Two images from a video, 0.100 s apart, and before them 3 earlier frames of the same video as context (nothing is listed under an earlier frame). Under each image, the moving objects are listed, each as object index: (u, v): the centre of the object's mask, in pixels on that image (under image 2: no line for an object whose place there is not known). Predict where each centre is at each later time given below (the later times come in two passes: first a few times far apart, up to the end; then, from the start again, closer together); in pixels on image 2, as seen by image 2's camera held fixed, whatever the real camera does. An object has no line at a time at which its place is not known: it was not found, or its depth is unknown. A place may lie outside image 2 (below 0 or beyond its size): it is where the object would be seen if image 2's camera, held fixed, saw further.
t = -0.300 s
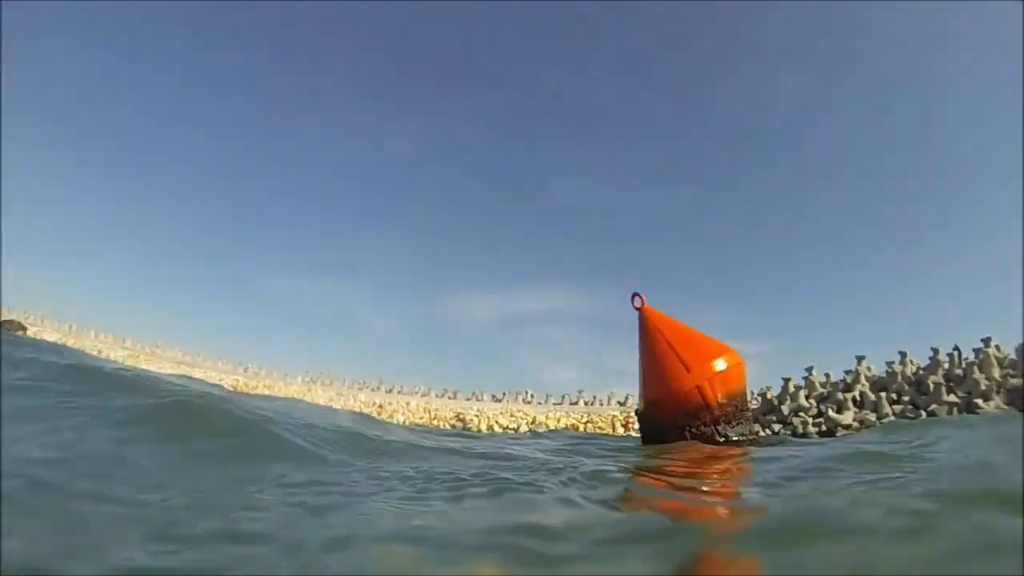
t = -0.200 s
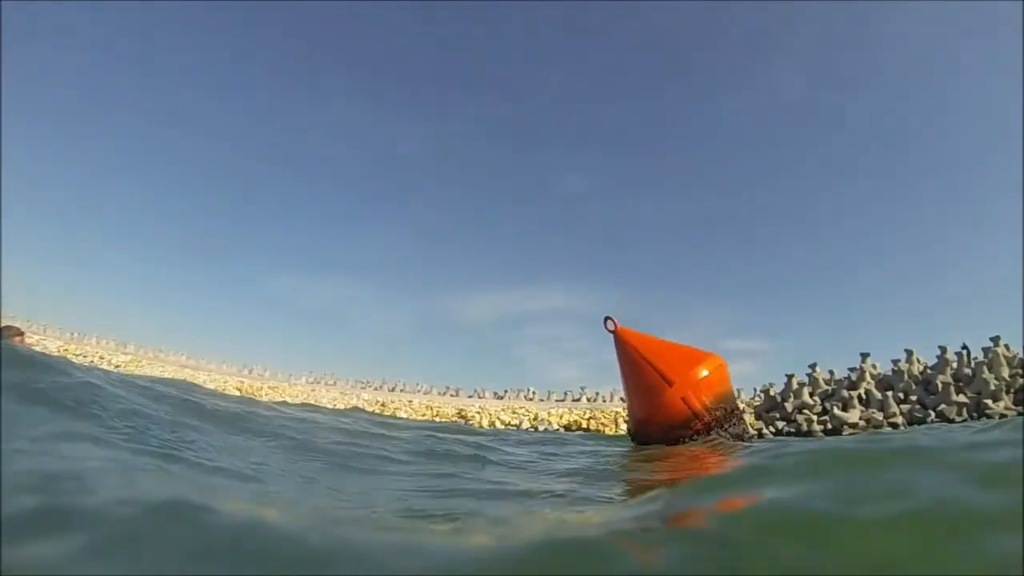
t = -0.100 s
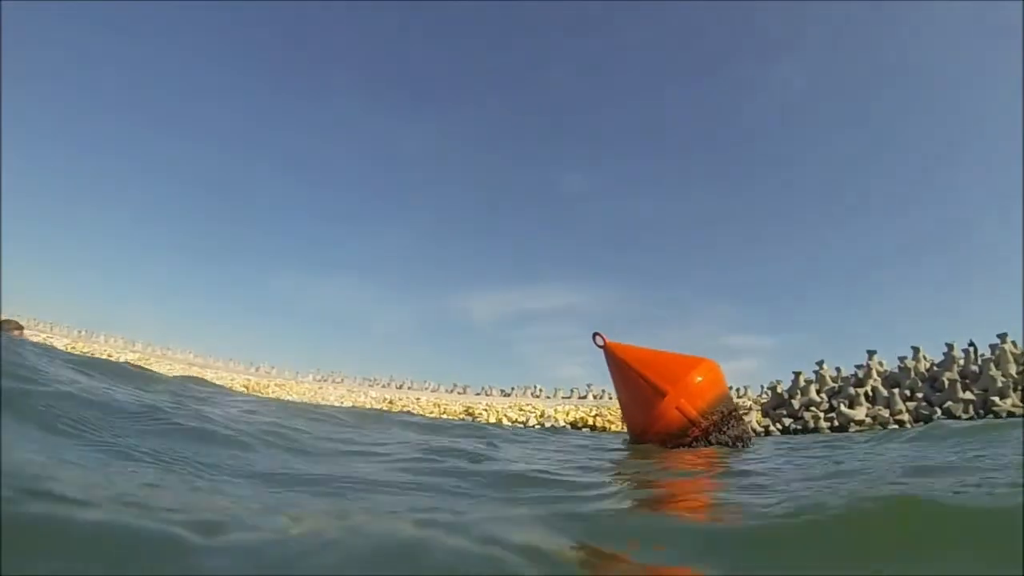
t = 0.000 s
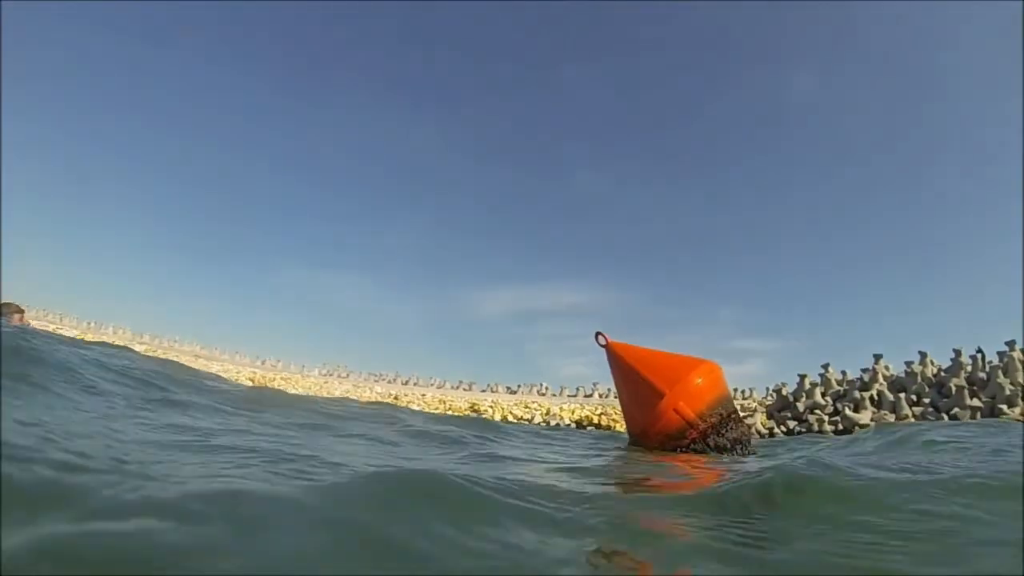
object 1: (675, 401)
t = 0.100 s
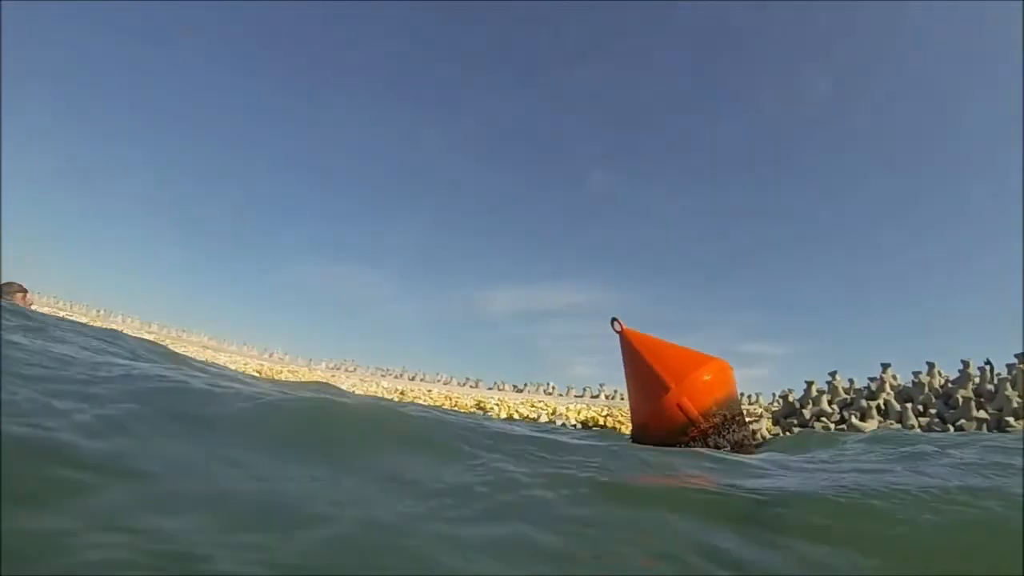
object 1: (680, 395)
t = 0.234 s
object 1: (679, 362)
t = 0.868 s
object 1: (680, 377)
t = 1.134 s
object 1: (665, 389)
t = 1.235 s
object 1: (657, 400)
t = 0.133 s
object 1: (682, 391)
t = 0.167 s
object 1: (683, 388)
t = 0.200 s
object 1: (685, 388)
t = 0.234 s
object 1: (679, 362)
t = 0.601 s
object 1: (687, 402)
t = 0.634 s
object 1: (687, 399)
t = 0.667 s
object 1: (686, 392)
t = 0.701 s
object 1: (686, 389)
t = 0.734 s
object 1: (686, 385)
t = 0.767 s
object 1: (685, 381)
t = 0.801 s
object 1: (684, 379)
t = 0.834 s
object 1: (682, 378)
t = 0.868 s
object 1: (680, 377)
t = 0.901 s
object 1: (679, 379)
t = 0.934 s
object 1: (677, 378)
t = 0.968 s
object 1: (675, 377)
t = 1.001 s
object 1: (673, 378)
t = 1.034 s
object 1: (671, 380)
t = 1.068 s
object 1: (670, 382)
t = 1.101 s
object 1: (668, 385)
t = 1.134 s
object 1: (665, 389)
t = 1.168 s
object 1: (662, 393)
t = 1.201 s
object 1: (660, 396)
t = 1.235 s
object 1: (657, 400)
